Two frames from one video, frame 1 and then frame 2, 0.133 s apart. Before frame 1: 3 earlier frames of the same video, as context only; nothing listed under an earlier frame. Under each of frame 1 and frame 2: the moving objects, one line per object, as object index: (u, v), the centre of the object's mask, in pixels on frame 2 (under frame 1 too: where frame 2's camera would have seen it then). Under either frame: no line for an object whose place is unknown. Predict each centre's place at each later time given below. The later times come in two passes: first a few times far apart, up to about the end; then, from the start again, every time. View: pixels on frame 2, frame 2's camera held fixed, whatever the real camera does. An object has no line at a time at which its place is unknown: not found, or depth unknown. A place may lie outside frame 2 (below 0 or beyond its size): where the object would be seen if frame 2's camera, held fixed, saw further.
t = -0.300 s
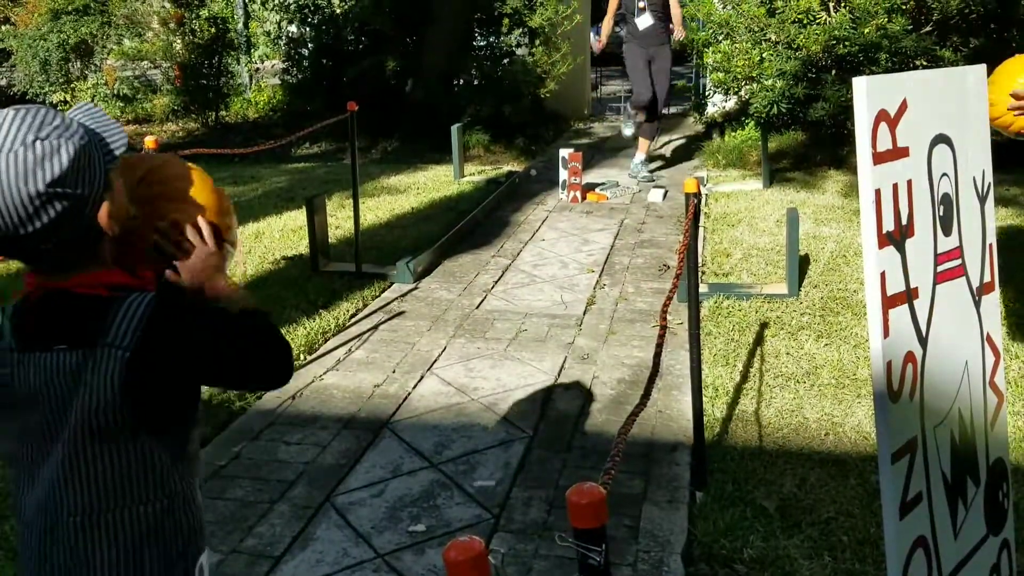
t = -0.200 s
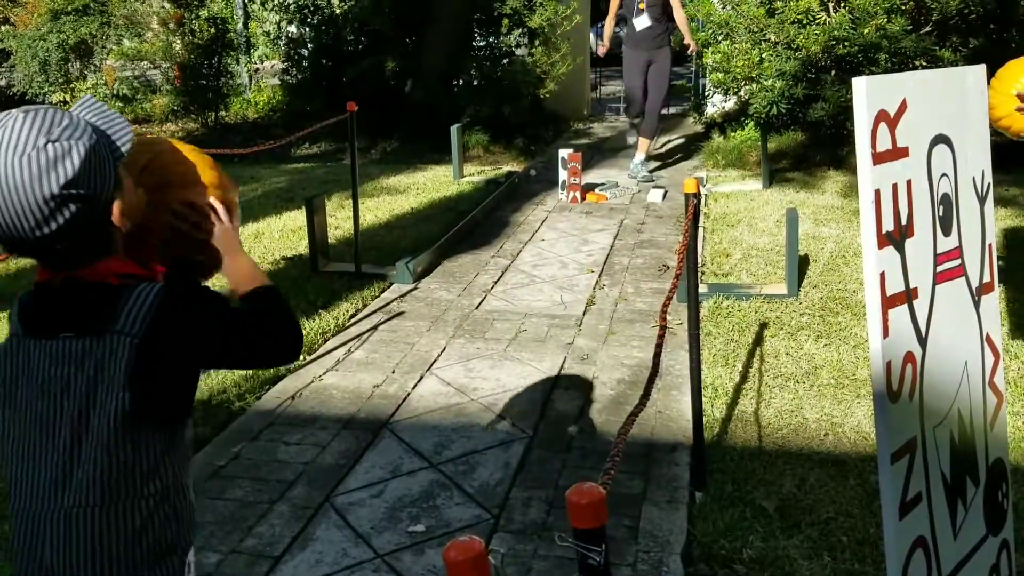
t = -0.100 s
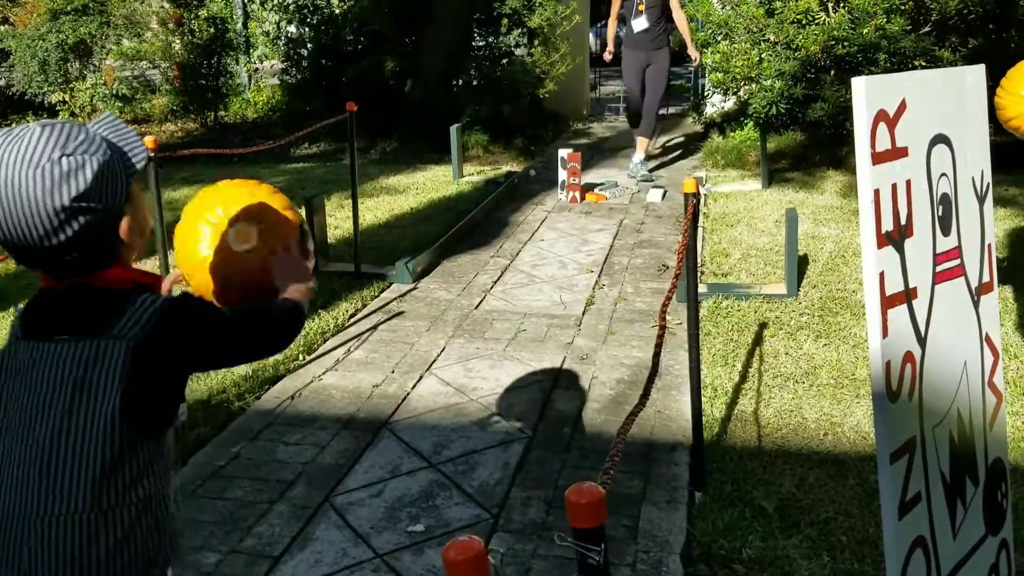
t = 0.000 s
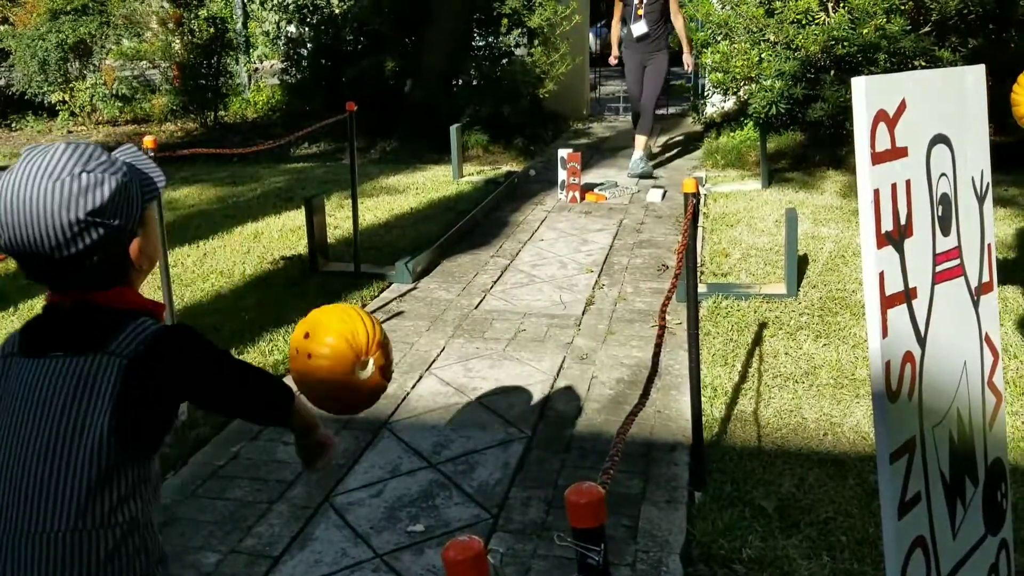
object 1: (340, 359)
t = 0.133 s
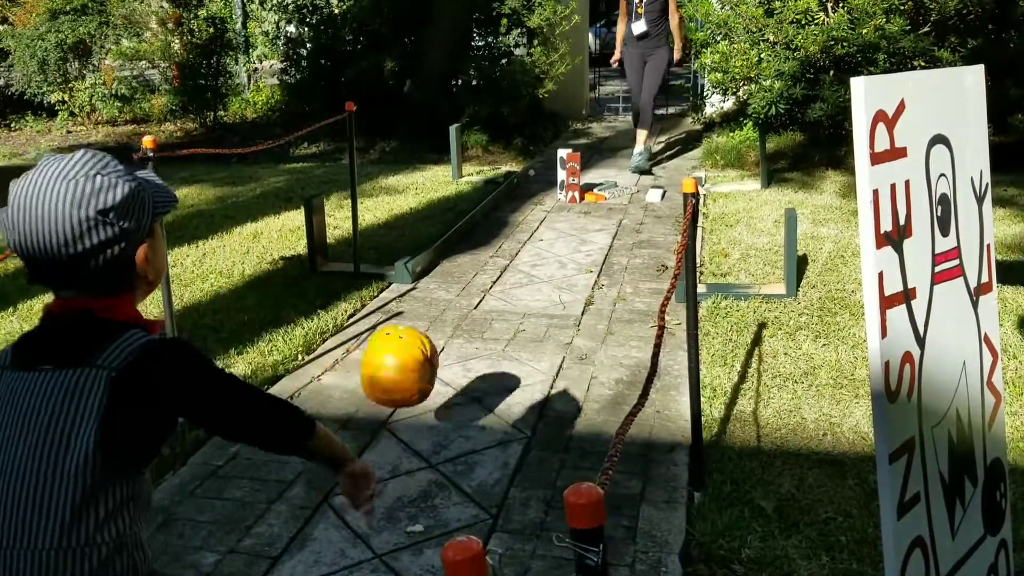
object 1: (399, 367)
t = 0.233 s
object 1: (413, 260)
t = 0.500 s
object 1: (449, 159)
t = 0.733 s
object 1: (476, 243)
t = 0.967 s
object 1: (511, 200)
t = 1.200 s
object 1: (546, 170)
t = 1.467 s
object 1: (581, 201)
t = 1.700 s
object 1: (608, 174)
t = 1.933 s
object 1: (635, 170)
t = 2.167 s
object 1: (662, 163)
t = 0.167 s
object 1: (403, 327)
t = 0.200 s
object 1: (408, 292)
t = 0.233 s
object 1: (413, 260)
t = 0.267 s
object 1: (418, 235)
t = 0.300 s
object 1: (423, 212)
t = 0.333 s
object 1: (427, 193)
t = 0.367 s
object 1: (432, 178)
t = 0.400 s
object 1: (436, 168)
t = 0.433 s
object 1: (441, 161)
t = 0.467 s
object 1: (445, 158)
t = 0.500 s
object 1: (449, 159)
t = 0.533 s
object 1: (453, 162)
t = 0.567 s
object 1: (457, 169)
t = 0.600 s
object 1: (461, 179)
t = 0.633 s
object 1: (465, 191)
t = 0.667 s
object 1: (469, 207)
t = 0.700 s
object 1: (473, 224)
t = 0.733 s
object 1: (476, 243)
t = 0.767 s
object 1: (479, 265)
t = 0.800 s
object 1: (483, 289)
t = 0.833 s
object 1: (488, 277)
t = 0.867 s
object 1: (493, 253)
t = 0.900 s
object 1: (499, 232)
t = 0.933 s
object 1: (505, 215)
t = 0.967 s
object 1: (511, 200)
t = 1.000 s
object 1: (516, 188)
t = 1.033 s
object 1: (522, 178)
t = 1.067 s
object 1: (527, 172)
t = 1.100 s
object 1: (532, 168)
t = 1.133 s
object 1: (537, 166)
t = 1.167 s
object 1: (541, 167)
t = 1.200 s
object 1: (546, 170)
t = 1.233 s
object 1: (551, 176)
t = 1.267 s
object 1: (555, 183)
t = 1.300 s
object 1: (560, 193)
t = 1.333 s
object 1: (564, 205)
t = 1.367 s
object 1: (568, 219)
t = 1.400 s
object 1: (572, 229)
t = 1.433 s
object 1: (576, 214)
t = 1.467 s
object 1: (581, 201)
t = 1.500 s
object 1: (585, 191)
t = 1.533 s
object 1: (589, 183)
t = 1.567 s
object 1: (594, 178)
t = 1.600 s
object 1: (598, 173)
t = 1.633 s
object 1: (602, 171)
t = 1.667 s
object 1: (605, 171)
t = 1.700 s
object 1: (608, 174)
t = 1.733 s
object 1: (613, 177)
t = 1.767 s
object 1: (616, 183)
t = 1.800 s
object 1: (619, 191)
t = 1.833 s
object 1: (622, 192)
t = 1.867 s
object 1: (627, 183)
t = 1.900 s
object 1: (631, 176)
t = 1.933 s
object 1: (635, 170)
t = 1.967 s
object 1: (639, 165)
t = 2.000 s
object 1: (643, 164)
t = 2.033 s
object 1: (647, 163)
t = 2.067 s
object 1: (651, 164)
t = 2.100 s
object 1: (654, 167)
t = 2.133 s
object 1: (658, 169)
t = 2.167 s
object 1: (662, 163)
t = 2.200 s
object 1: (666, 159)
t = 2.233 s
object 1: (670, 156)
